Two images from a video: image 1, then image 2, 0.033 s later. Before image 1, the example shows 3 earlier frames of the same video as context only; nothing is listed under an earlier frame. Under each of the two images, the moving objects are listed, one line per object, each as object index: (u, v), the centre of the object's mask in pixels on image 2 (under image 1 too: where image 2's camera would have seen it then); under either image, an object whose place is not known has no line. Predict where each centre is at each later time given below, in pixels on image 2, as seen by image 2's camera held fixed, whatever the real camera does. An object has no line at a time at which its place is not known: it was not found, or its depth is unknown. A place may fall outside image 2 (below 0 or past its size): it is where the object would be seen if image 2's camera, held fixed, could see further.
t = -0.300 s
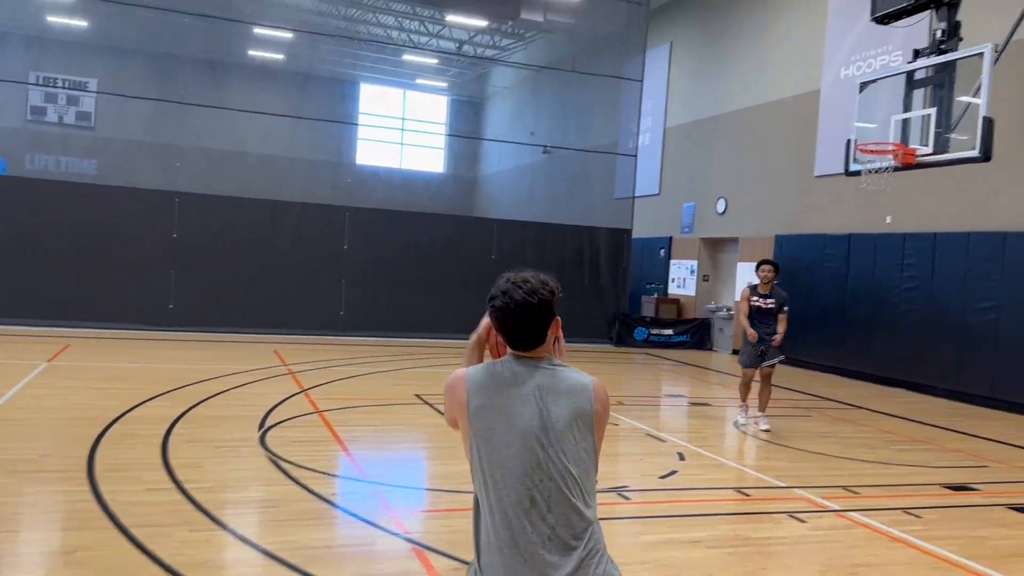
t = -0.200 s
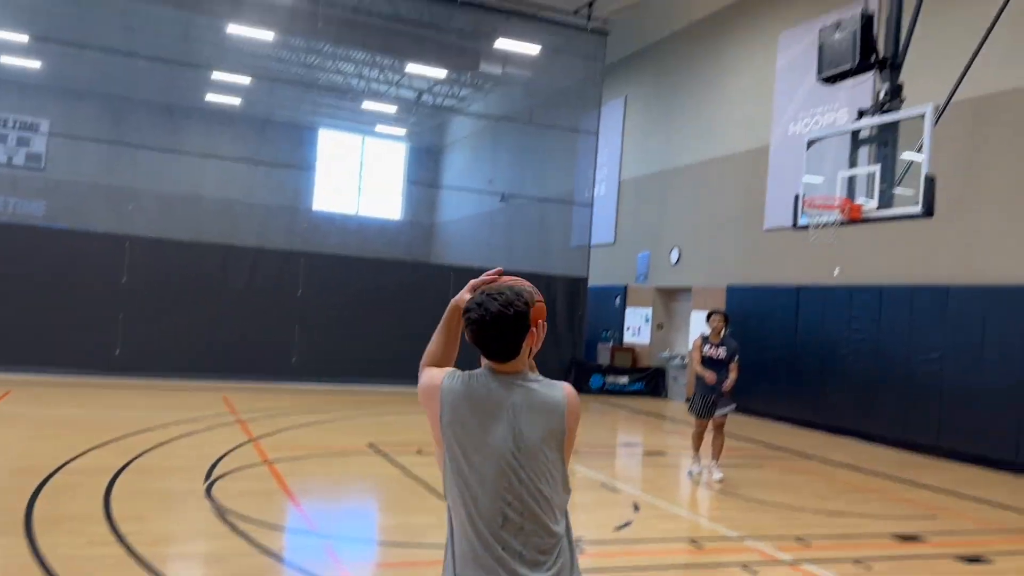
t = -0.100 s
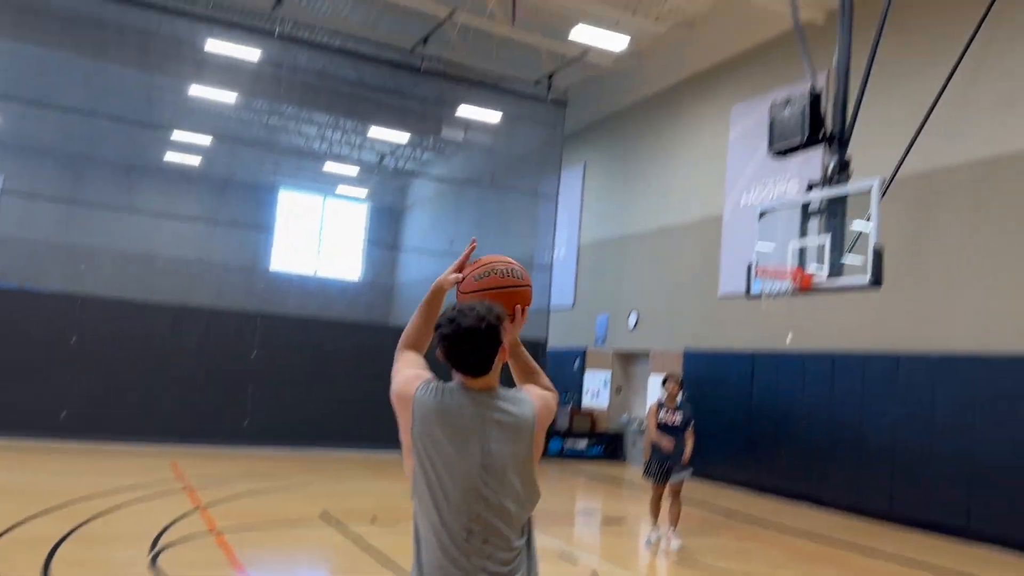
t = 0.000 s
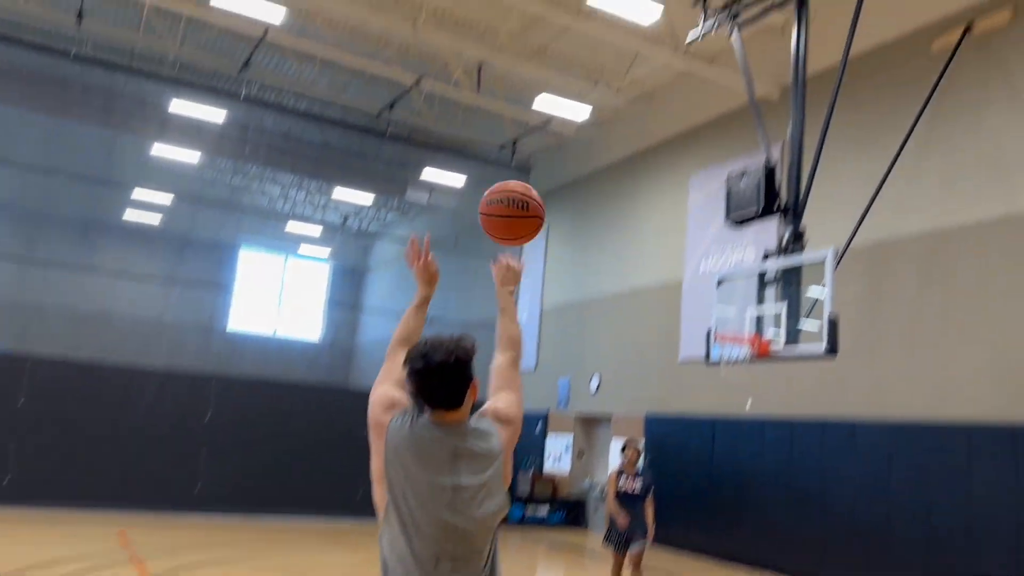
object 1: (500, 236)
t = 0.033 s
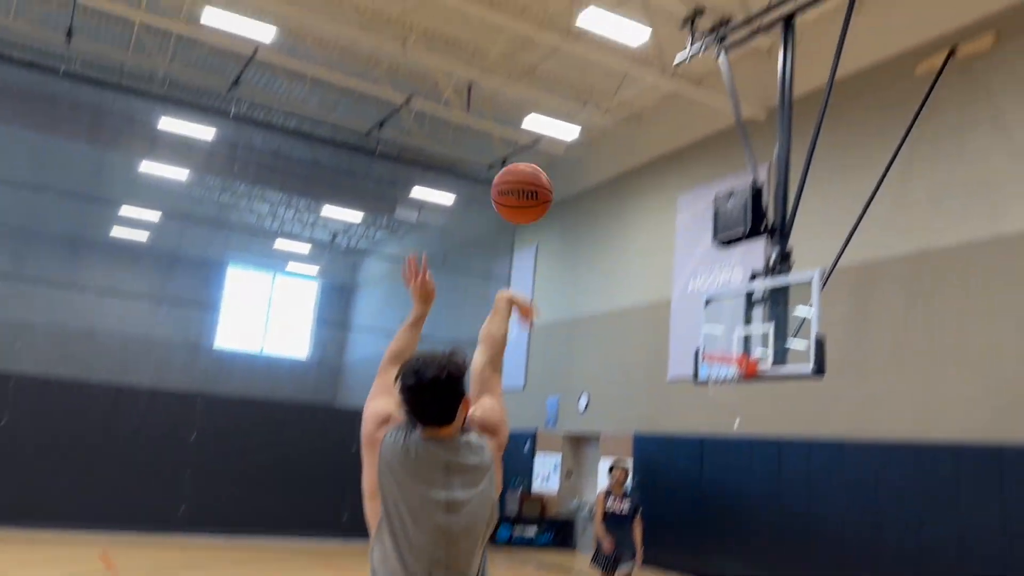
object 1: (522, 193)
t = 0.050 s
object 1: (531, 175)
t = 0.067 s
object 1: (540, 160)
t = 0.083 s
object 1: (549, 146)
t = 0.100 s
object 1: (557, 132)
